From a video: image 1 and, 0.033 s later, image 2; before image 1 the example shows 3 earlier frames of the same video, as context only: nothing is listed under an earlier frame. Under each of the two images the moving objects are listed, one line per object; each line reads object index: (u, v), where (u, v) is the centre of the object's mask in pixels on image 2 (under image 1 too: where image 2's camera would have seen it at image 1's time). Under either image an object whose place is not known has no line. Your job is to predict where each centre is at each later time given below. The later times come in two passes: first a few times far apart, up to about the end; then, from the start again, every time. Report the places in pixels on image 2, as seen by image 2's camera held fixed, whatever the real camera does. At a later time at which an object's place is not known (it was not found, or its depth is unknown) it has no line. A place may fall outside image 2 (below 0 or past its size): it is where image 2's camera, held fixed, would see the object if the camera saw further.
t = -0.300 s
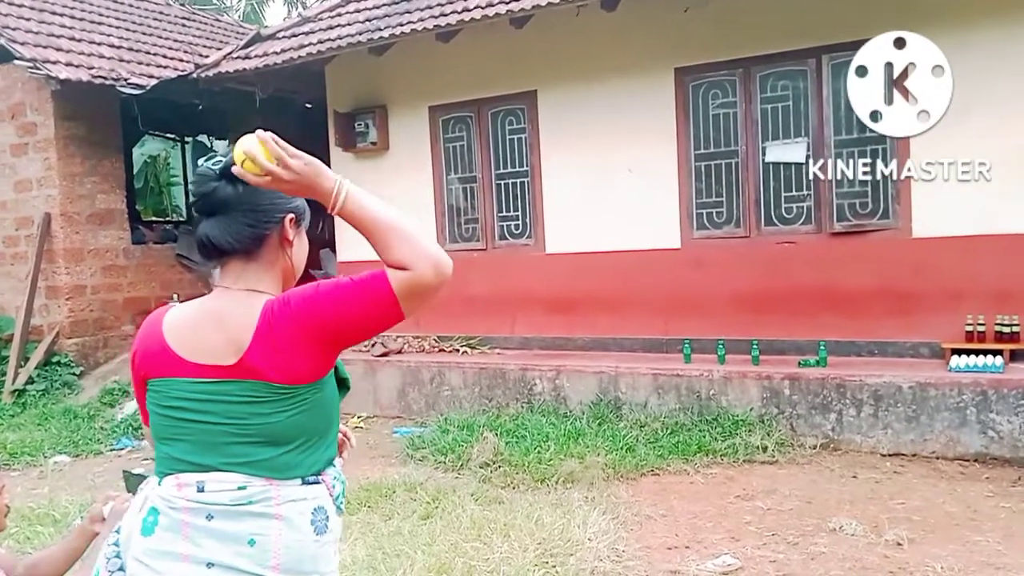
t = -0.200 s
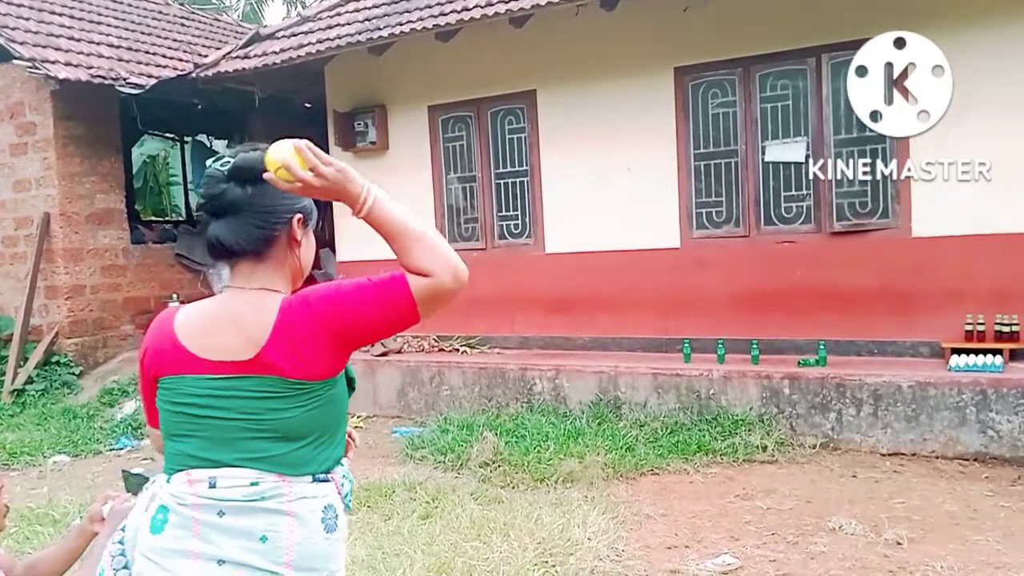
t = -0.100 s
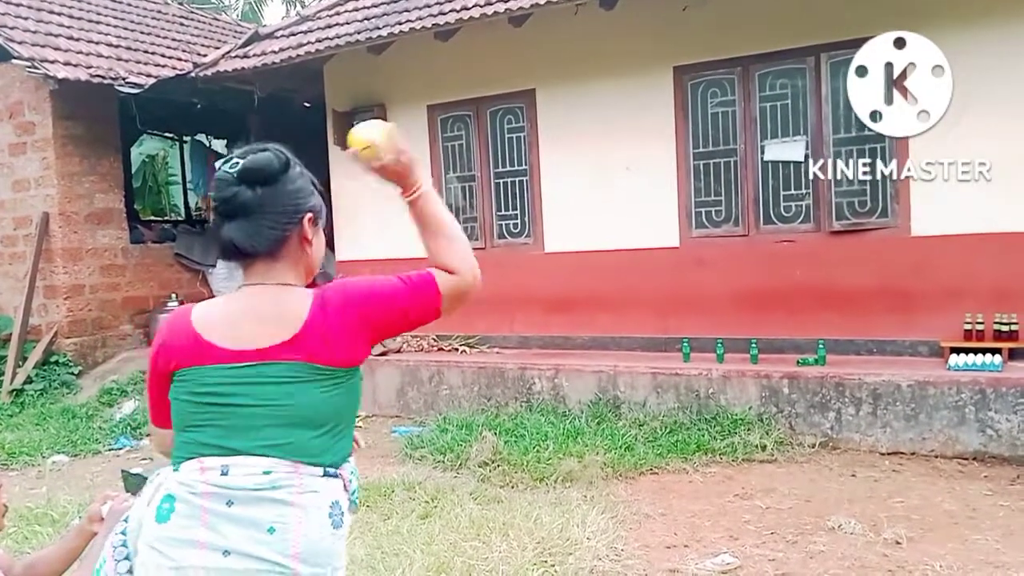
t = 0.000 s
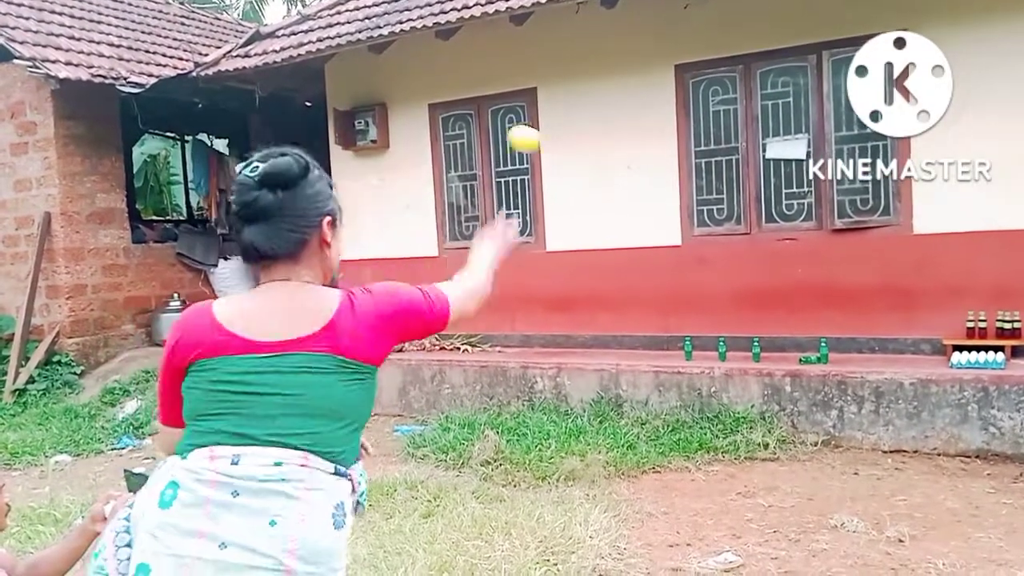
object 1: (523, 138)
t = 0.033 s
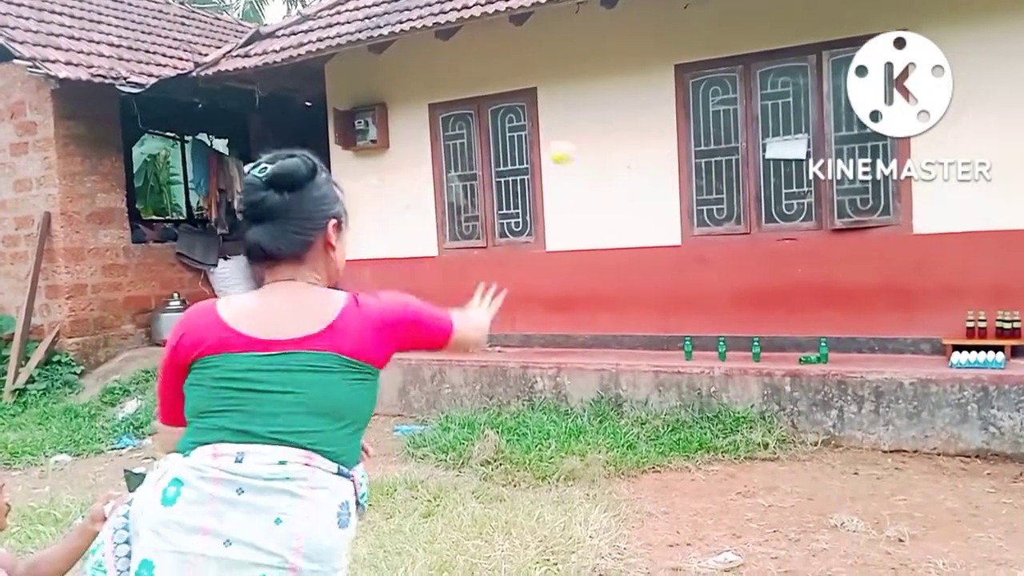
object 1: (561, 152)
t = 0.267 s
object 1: (683, 253)
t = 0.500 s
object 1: (739, 333)
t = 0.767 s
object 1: (818, 309)
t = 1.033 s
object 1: (901, 355)
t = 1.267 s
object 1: (963, 336)
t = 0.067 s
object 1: (588, 170)
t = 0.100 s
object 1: (612, 185)
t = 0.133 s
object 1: (630, 200)
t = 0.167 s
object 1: (647, 213)
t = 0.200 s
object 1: (660, 228)
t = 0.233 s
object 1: (673, 243)
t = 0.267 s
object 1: (683, 253)
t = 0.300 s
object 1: (692, 267)
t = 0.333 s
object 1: (700, 282)
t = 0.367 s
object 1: (708, 296)
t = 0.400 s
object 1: (714, 309)
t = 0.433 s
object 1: (720, 325)
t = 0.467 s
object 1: (726, 336)
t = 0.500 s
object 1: (739, 333)
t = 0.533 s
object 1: (752, 332)
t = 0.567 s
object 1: (764, 332)
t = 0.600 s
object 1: (773, 325)
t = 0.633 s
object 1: (781, 318)
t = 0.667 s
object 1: (791, 313)
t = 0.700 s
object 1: (799, 311)
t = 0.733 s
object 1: (809, 309)
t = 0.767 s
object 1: (818, 309)
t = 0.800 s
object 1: (828, 311)
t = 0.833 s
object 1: (838, 315)
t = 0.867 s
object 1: (849, 320)
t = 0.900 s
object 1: (859, 327)
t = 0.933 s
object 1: (870, 338)
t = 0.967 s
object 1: (881, 348)
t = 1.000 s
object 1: (892, 361)
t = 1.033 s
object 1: (901, 355)
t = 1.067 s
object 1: (909, 347)
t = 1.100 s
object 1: (918, 341)
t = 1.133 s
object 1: (927, 336)
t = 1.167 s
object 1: (936, 333)
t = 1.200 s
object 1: (945, 333)
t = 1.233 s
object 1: (954, 333)
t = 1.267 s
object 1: (963, 336)
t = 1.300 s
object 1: (973, 341)
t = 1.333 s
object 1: (982, 346)
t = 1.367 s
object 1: (993, 356)
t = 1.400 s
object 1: (1001, 366)
